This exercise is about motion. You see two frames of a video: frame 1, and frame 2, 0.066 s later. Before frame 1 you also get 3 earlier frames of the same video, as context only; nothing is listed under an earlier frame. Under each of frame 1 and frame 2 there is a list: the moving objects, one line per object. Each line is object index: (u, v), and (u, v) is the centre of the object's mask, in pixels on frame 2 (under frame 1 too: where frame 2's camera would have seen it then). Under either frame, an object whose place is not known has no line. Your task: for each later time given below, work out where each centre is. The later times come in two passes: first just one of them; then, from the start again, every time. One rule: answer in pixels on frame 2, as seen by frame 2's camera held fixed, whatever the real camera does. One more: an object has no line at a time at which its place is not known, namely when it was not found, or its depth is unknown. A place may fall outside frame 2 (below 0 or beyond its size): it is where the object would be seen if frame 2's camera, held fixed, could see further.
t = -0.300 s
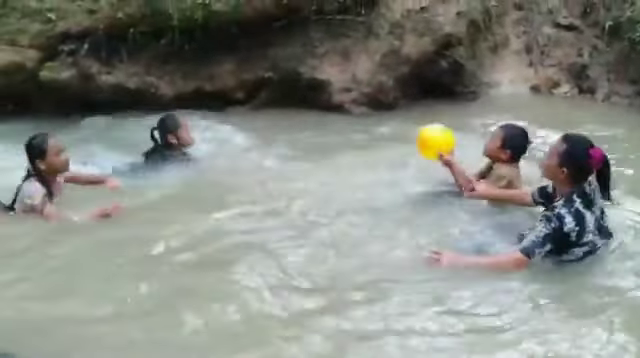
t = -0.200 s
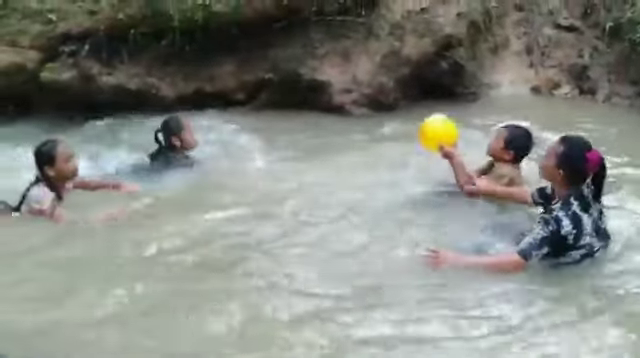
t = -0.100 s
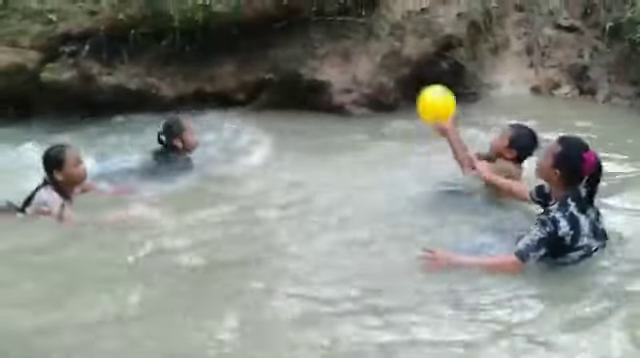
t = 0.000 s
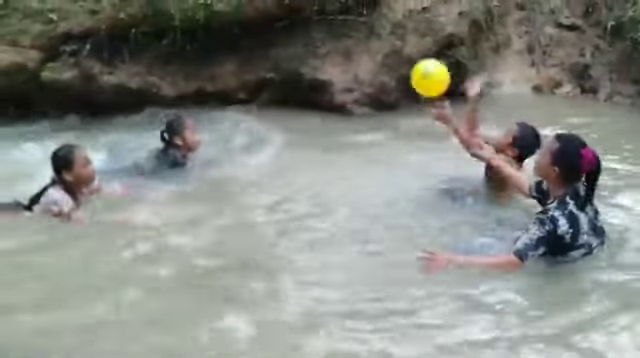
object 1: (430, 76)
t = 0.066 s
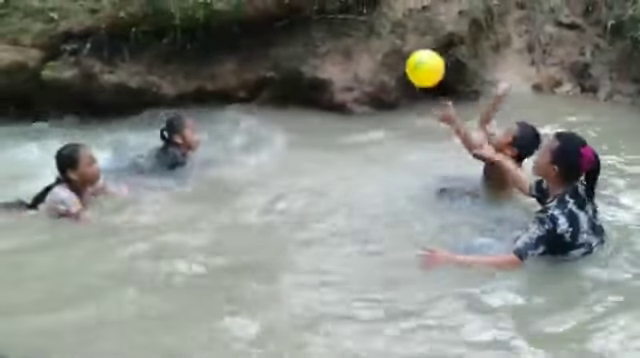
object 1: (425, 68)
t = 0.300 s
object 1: (405, 81)
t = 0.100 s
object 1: (422, 66)
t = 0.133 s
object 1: (419, 65)
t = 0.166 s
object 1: (416, 66)
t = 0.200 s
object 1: (413, 68)
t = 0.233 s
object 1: (410, 70)
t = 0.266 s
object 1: (407, 75)
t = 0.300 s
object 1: (405, 81)
